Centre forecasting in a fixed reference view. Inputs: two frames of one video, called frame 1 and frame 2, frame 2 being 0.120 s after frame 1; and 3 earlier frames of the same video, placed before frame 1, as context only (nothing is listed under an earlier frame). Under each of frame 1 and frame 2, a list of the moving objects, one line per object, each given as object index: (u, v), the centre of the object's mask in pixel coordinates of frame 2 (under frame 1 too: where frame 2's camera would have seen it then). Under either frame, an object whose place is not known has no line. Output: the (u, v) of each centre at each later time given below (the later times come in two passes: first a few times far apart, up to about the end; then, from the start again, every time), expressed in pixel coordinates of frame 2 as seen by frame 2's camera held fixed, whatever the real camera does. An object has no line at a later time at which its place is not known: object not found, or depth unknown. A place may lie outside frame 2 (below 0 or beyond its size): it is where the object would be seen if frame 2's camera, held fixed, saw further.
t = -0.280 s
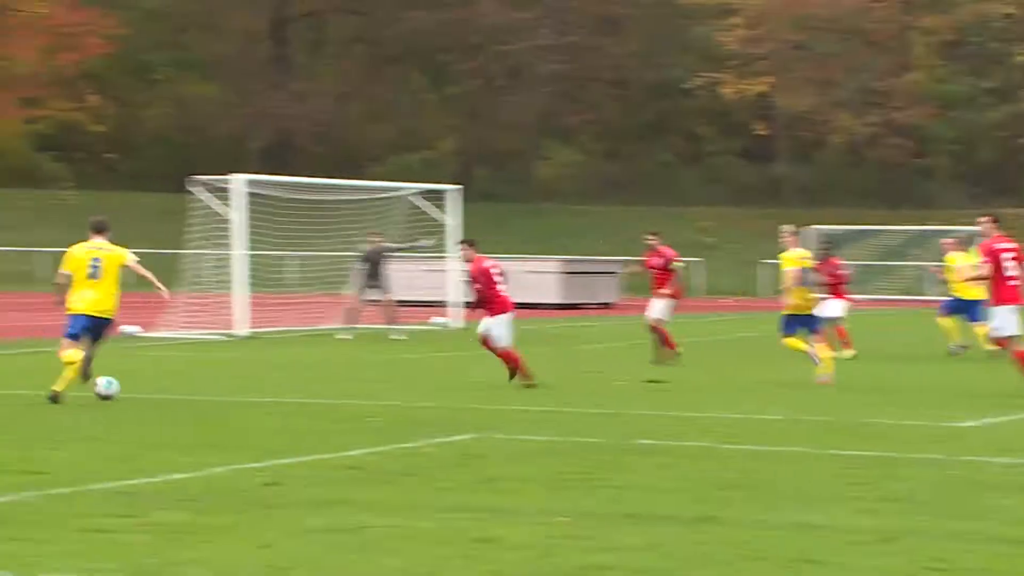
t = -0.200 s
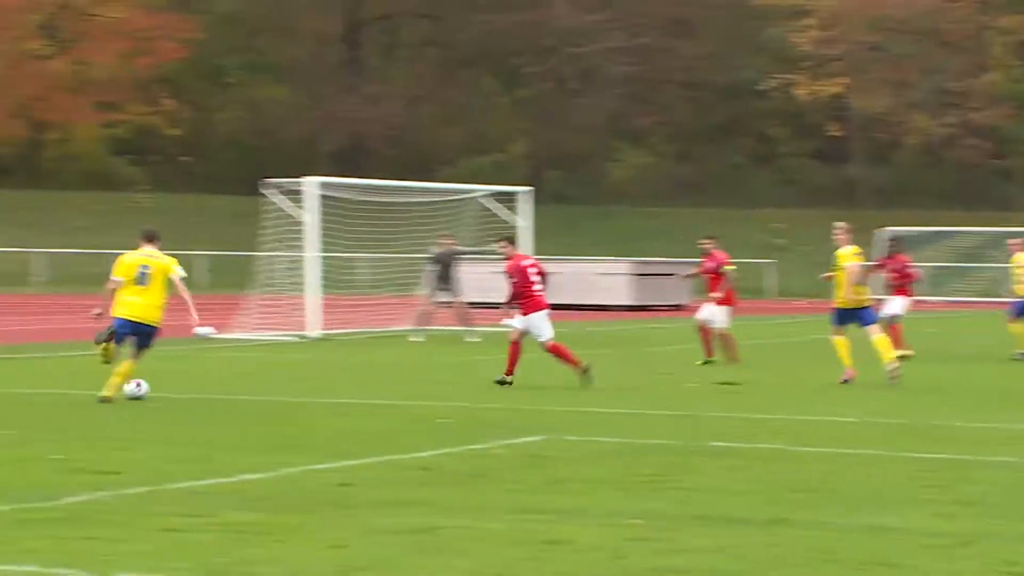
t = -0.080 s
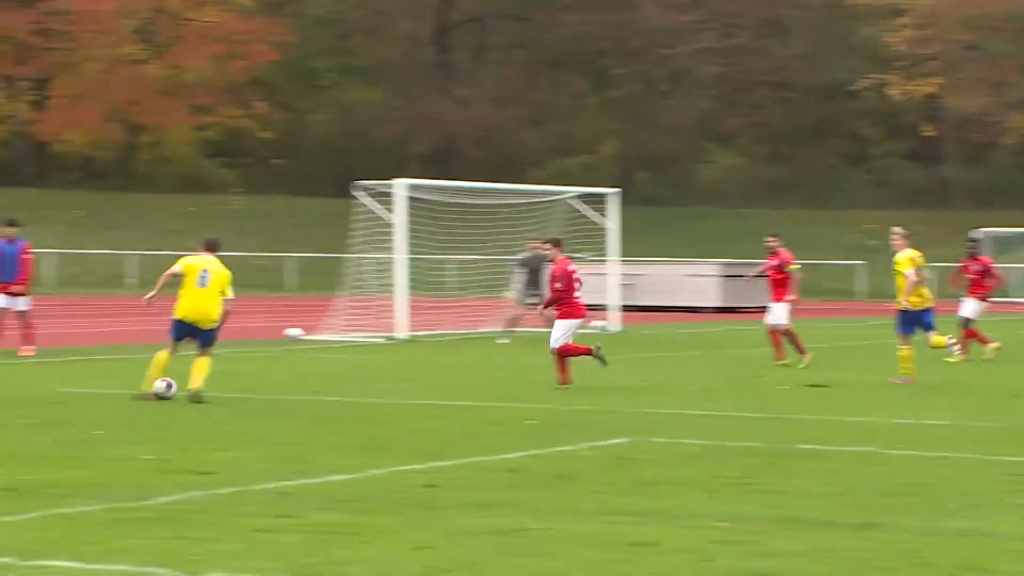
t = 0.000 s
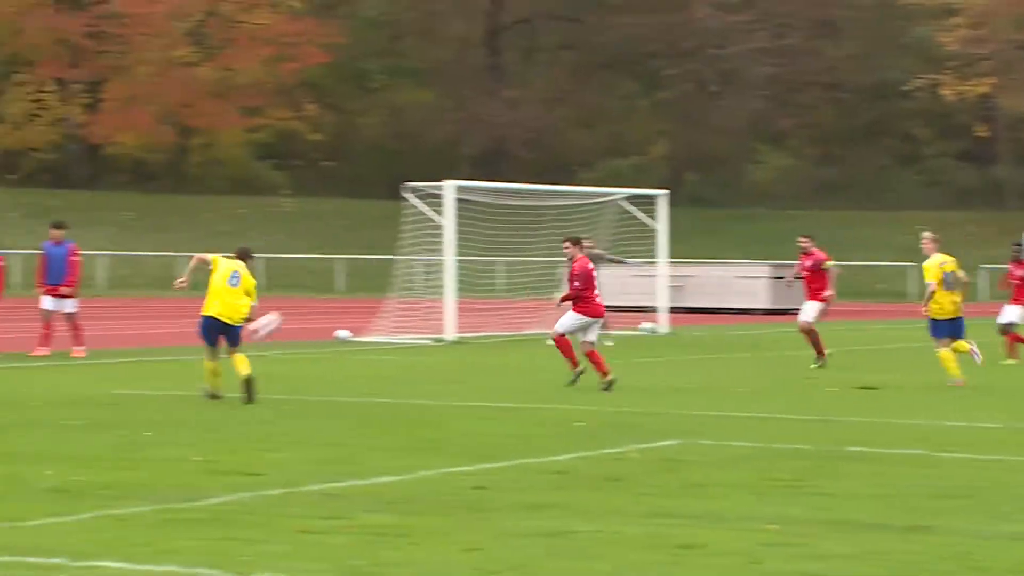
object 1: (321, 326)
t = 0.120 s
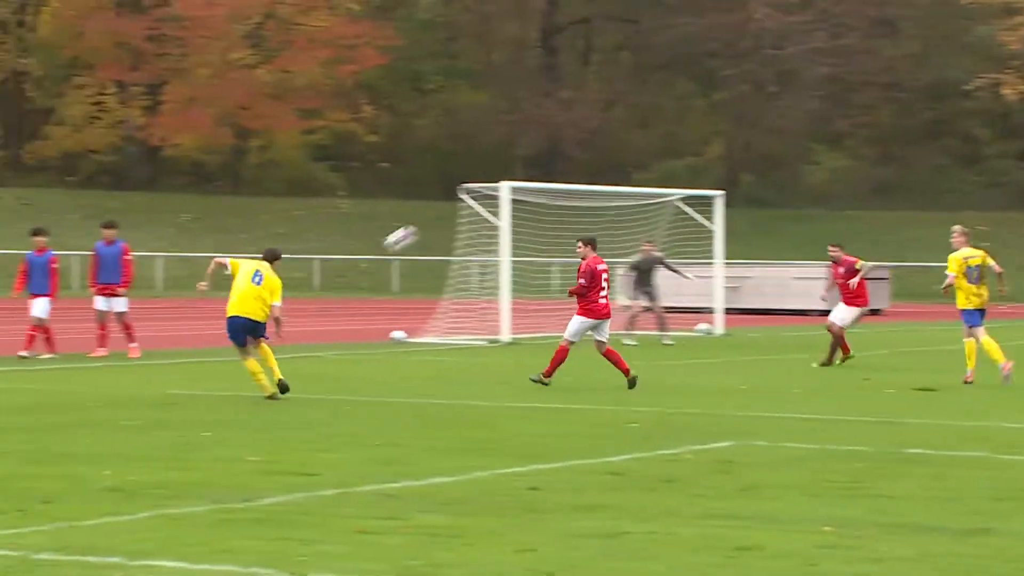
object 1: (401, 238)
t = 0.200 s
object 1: (447, 190)
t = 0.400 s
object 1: (554, 97)
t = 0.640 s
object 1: (665, 31)
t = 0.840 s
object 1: (746, 9)
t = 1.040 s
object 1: (817, 13)
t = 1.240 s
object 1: (883, 40)
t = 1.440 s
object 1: (944, 88)
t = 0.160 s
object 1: (424, 213)
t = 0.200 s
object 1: (447, 190)
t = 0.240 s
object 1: (470, 169)
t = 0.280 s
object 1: (492, 148)
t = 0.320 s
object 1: (514, 130)
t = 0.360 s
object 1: (534, 113)
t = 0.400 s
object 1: (554, 97)
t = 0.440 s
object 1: (574, 82)
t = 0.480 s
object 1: (593, 70)
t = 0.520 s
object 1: (611, 59)
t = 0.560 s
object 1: (630, 48)
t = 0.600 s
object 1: (648, 39)
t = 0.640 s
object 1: (665, 31)
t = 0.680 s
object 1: (682, 25)
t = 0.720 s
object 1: (698, 20)
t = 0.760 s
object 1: (715, 15)
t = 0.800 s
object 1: (730, 11)
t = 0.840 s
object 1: (746, 9)
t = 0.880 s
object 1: (761, 8)
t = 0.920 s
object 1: (775, 8)
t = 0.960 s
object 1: (789, 9)
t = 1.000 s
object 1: (804, 11)
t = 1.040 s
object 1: (817, 13)
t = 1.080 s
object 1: (831, 17)
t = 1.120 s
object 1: (845, 22)
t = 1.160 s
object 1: (858, 26)
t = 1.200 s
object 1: (870, 33)
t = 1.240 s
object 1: (883, 40)
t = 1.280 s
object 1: (895, 48)
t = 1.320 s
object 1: (908, 56)
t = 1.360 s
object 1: (920, 66)
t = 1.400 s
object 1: (932, 76)
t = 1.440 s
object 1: (944, 88)
